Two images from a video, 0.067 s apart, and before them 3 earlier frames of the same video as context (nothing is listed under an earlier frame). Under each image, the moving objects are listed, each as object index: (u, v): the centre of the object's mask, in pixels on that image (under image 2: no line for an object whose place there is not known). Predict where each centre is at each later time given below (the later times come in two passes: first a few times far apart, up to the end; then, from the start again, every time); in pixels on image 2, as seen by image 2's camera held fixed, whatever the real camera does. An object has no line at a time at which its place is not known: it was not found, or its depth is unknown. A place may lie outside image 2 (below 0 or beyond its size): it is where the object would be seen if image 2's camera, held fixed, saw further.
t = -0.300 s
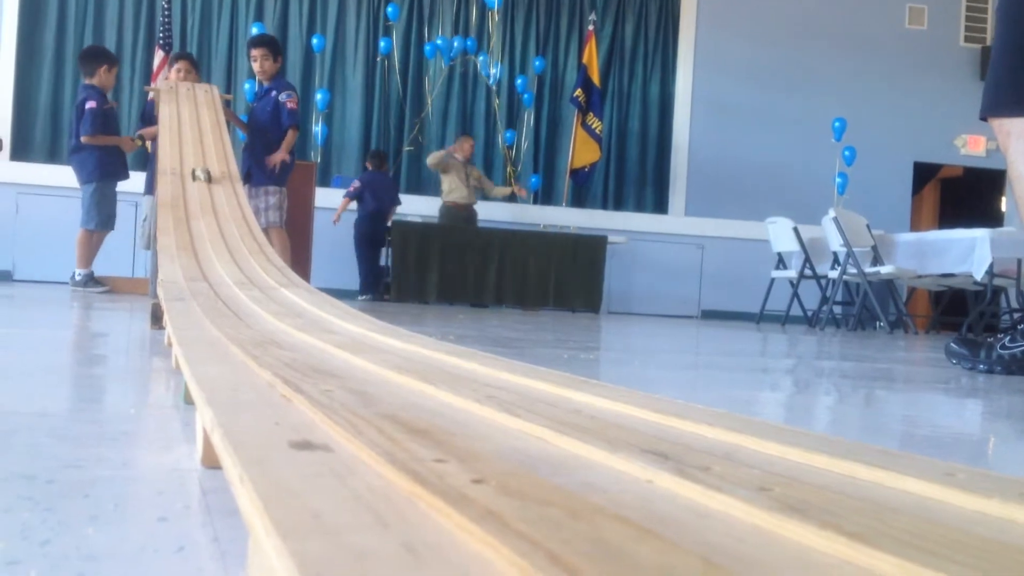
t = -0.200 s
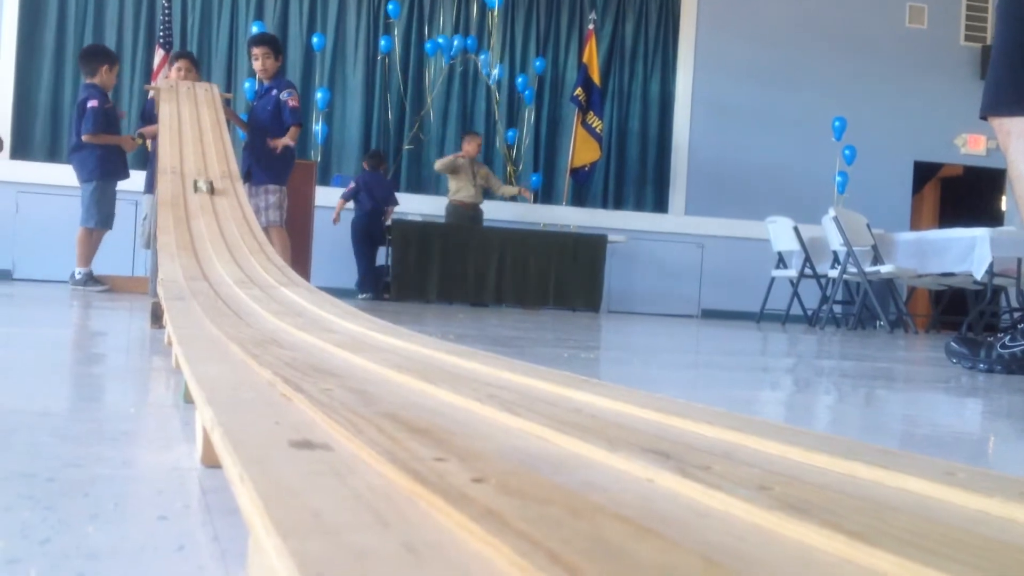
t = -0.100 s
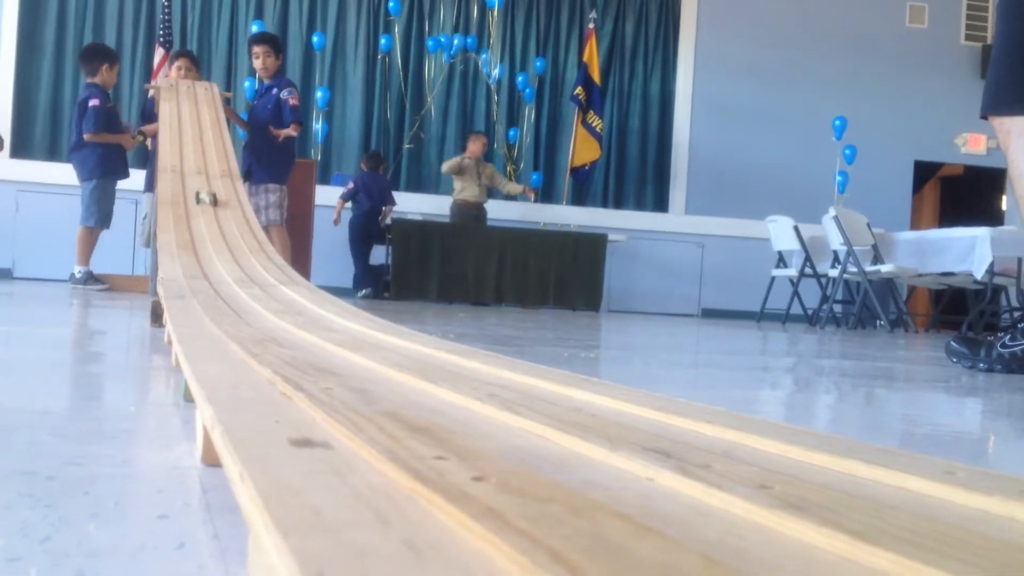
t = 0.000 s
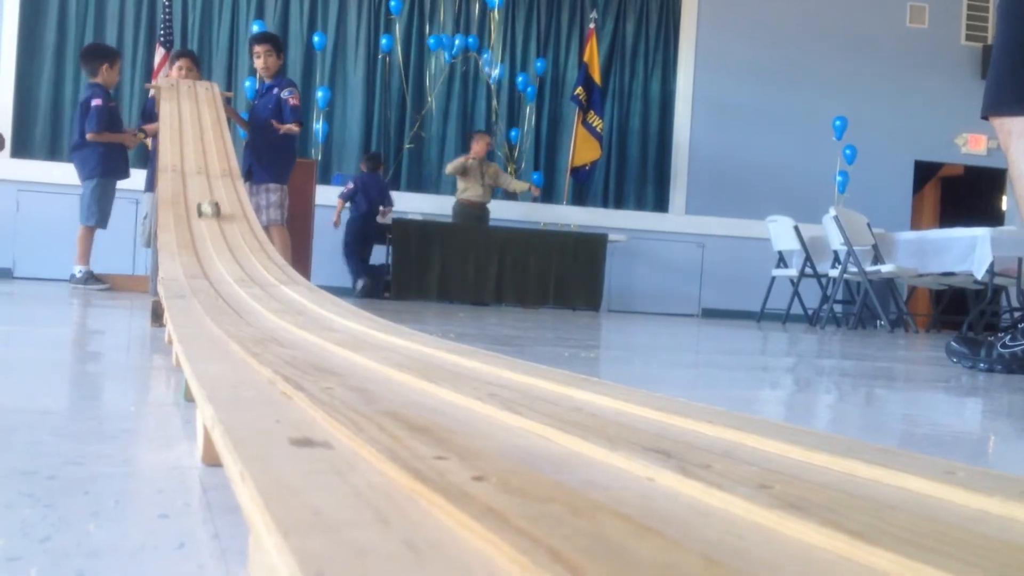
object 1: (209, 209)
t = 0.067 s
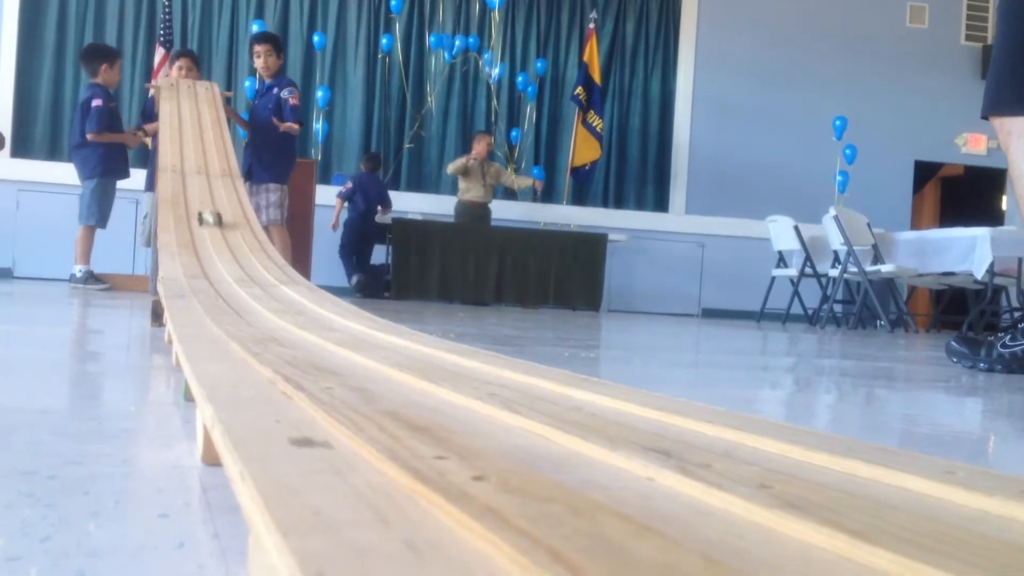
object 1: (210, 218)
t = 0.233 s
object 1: (221, 241)
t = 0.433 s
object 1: (237, 266)
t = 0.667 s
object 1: (266, 294)
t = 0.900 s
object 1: (347, 329)
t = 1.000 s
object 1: (421, 352)
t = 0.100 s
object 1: (212, 223)
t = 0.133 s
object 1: (214, 228)
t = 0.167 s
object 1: (217, 233)
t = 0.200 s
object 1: (219, 237)
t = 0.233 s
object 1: (221, 241)
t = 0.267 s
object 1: (223, 245)
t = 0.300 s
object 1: (225, 249)
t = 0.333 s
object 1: (227, 253)
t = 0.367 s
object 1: (230, 258)
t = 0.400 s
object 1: (233, 262)
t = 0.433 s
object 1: (237, 266)
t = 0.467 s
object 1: (240, 269)
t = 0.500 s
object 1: (244, 274)
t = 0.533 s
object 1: (247, 277)
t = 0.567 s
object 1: (250, 280)
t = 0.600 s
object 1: (254, 286)
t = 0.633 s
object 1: (259, 290)
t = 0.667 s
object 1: (266, 294)
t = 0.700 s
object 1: (274, 299)
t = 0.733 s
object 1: (284, 304)
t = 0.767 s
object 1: (294, 309)
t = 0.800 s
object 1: (306, 313)
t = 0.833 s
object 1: (318, 317)
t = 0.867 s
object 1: (331, 323)
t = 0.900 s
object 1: (347, 329)
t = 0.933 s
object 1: (365, 335)
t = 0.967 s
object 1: (393, 344)
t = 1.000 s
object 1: (421, 352)
